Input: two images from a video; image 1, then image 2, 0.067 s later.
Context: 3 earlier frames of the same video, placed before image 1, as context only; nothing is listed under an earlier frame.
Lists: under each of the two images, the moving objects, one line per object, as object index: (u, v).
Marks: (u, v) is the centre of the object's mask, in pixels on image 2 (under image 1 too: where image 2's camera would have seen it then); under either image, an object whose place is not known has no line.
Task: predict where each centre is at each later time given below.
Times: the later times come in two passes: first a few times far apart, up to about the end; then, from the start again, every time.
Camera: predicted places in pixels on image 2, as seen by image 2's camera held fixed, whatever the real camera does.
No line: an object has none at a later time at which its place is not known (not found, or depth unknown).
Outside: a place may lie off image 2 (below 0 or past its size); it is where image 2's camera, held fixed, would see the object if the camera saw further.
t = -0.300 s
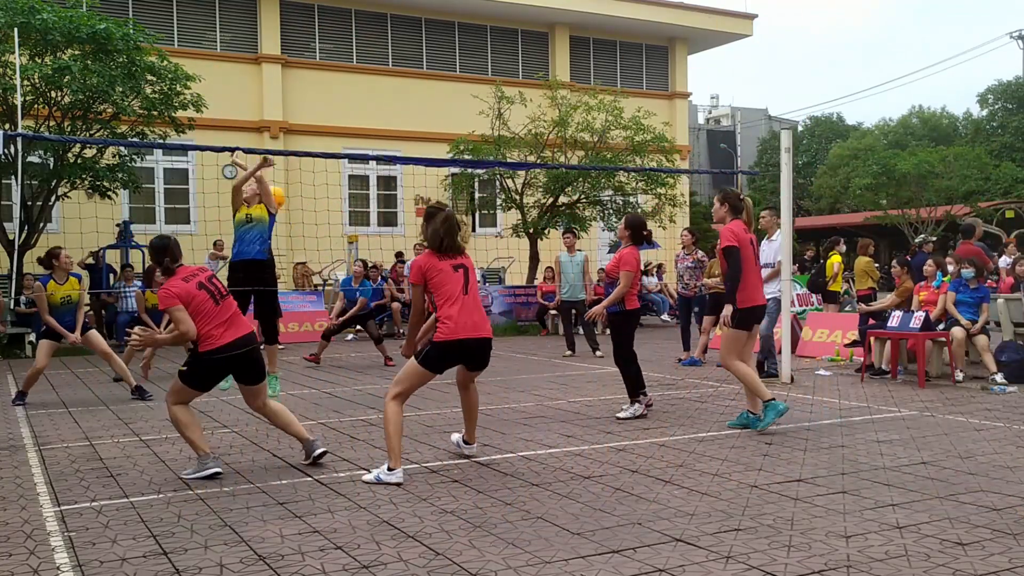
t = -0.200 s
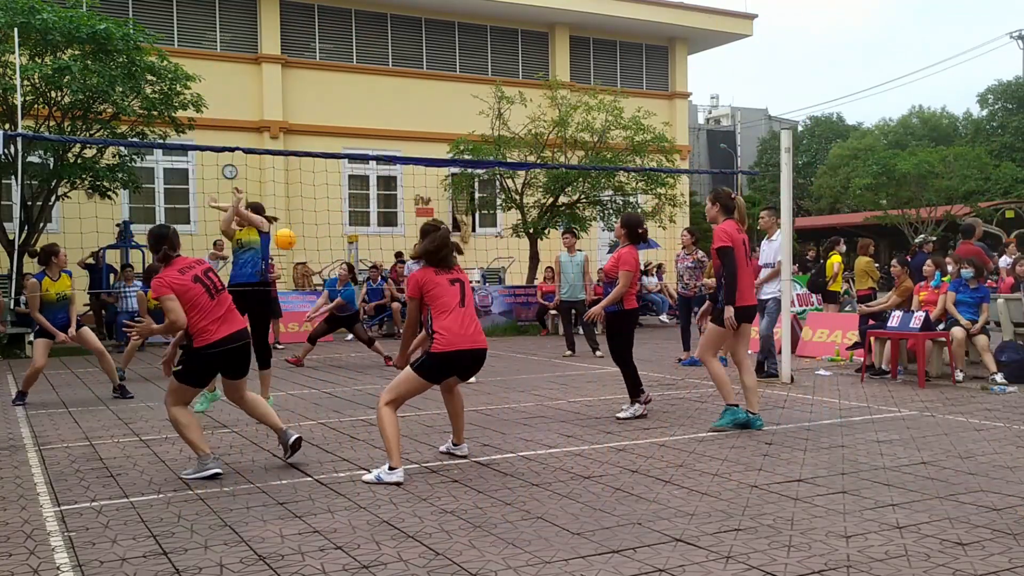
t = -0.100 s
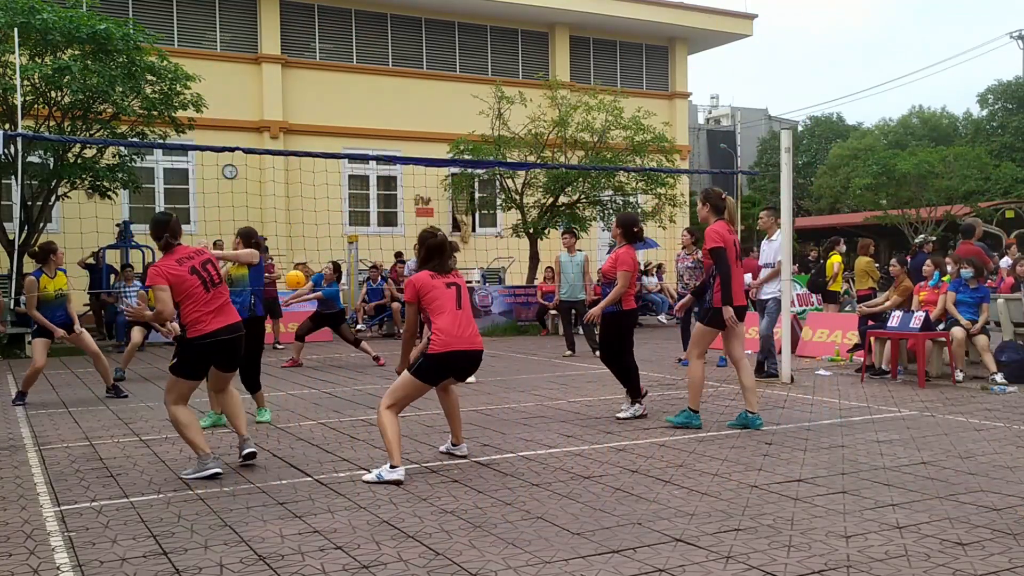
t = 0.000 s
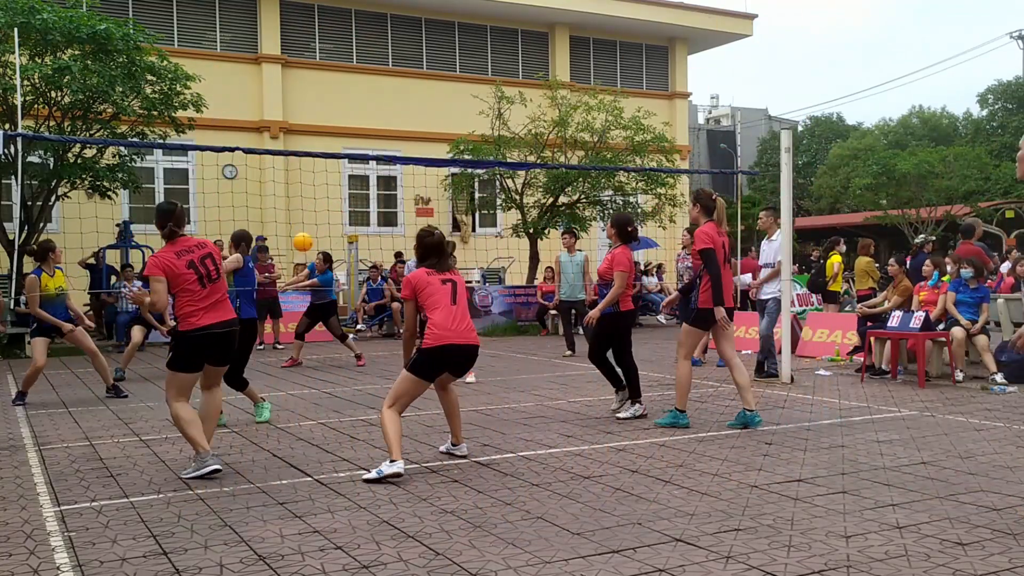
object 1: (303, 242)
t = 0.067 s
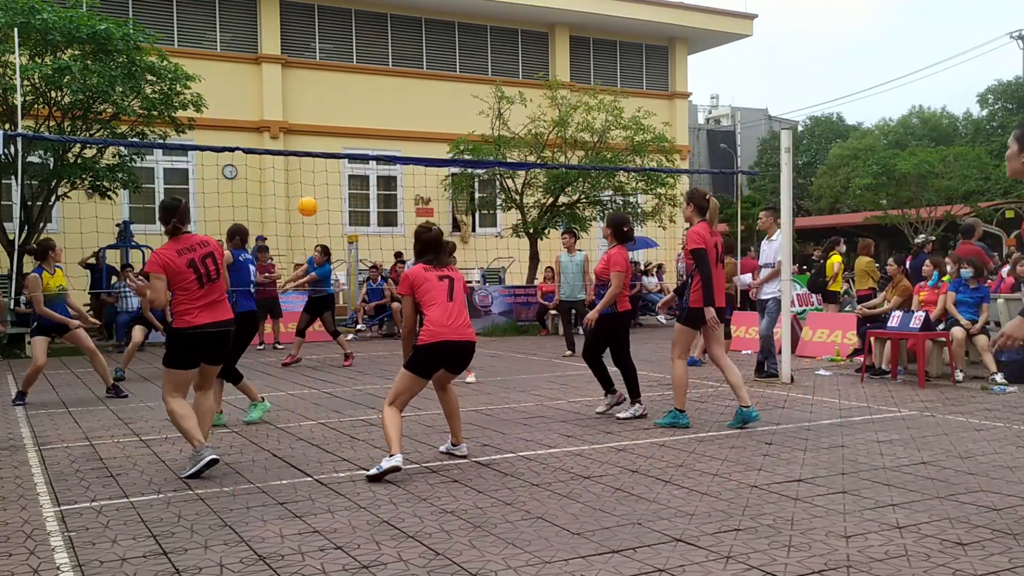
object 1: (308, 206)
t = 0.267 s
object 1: (321, 118)
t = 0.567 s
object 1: (344, 47)
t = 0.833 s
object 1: (369, 52)
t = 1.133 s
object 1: (403, 147)
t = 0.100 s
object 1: (310, 190)
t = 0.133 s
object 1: (312, 174)
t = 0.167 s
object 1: (314, 163)
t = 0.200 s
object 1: (317, 144)
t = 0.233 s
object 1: (319, 131)
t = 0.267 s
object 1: (321, 118)
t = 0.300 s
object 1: (323, 107)
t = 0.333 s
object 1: (326, 97)
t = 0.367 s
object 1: (328, 87)
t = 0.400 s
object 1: (331, 78)
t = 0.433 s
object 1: (333, 70)
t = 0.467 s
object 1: (336, 62)
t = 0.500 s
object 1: (339, 56)
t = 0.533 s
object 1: (342, 51)
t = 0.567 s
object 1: (344, 47)
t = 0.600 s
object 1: (347, 44)
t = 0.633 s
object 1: (350, 42)
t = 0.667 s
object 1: (353, 41)
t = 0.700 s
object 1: (356, 40)
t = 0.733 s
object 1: (359, 41)
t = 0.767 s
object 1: (362, 44)
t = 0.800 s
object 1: (366, 47)
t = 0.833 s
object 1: (369, 52)
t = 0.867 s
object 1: (372, 58)
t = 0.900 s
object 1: (376, 65)
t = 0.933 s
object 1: (379, 73)
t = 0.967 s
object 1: (383, 83)
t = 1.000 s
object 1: (387, 94)
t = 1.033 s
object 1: (390, 106)
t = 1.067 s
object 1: (394, 119)
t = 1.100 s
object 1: (398, 134)
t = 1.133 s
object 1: (403, 147)
